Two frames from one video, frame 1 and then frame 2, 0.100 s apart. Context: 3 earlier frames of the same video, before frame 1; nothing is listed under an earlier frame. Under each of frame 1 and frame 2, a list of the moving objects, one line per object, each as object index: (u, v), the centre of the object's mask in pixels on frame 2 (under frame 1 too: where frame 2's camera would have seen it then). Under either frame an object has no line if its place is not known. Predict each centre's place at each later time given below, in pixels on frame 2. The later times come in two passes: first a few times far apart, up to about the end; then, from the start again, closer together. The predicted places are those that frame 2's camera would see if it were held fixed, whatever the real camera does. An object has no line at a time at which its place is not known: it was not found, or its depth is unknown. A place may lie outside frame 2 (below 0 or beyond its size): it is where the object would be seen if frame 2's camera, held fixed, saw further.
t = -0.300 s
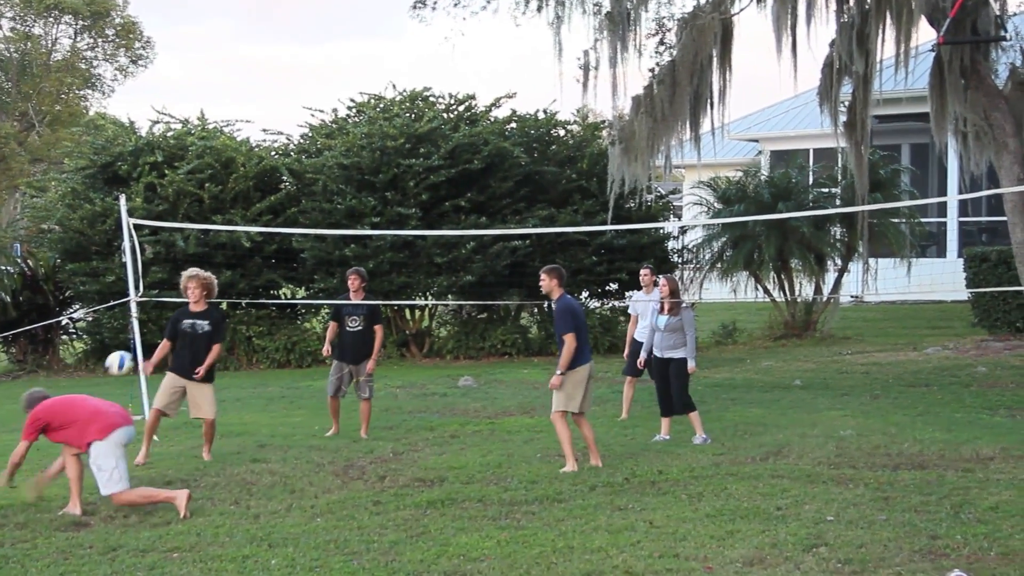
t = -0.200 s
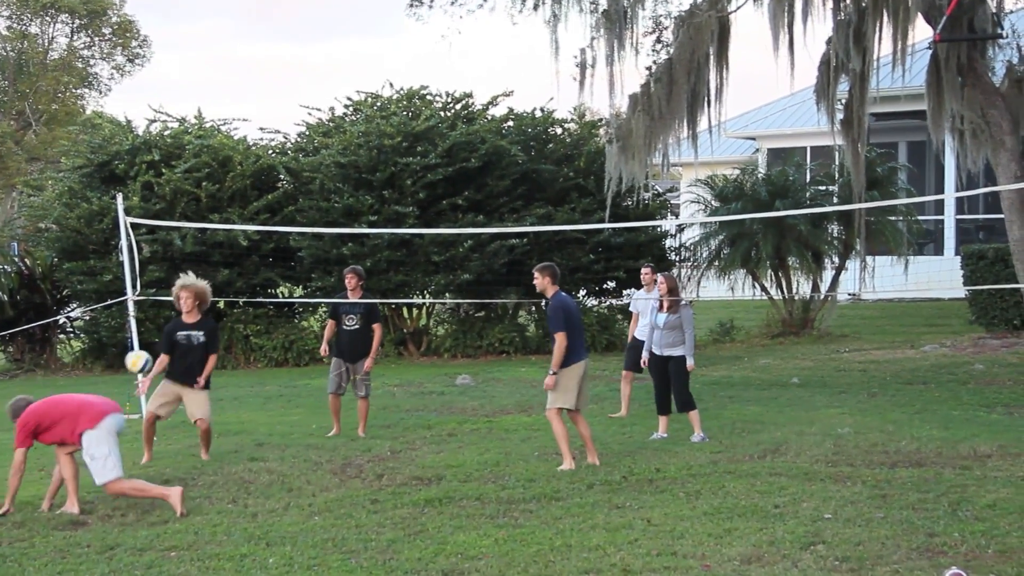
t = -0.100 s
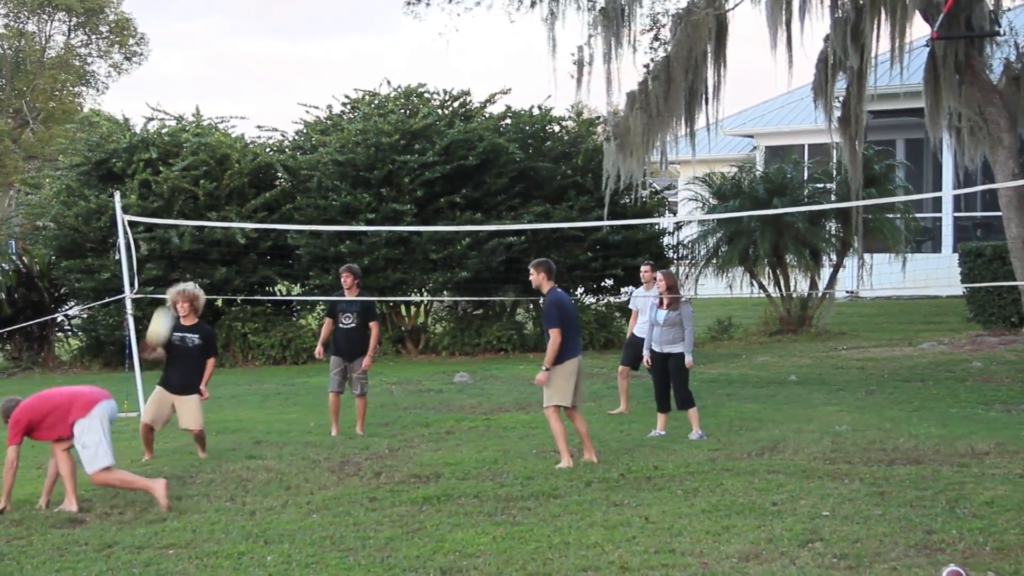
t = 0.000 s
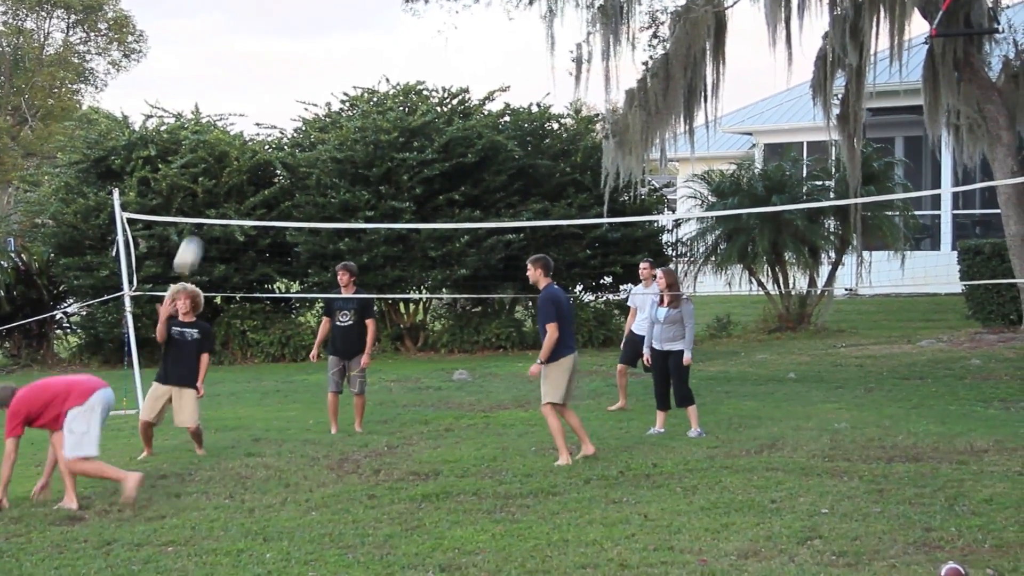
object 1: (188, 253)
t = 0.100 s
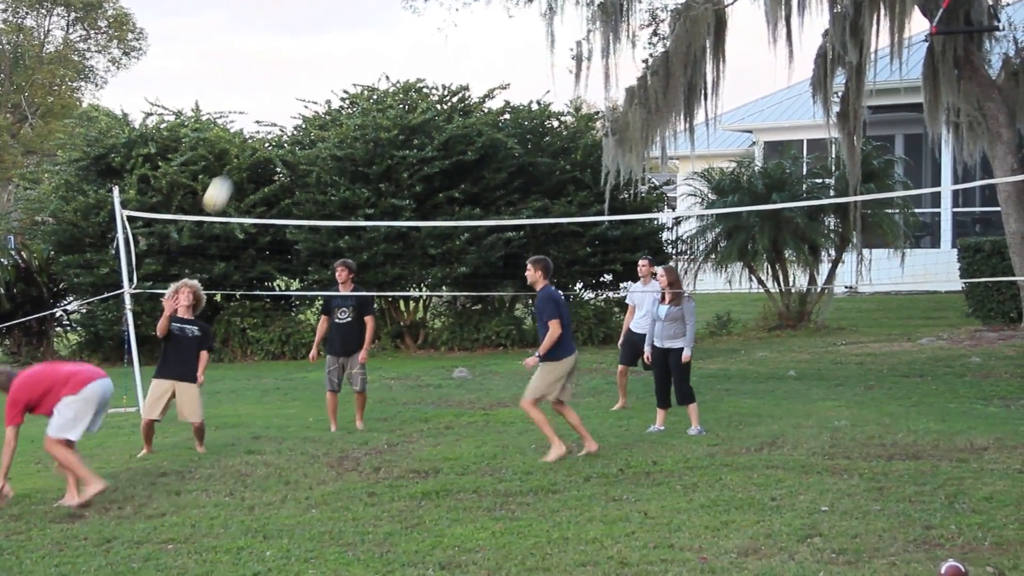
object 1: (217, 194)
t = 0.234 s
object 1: (256, 133)
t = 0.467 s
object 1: (328, 66)
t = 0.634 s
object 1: (381, 57)
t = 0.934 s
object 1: (487, 139)
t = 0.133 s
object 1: (227, 177)
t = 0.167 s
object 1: (237, 160)
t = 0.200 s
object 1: (246, 147)
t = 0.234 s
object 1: (256, 133)
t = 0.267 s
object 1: (267, 119)
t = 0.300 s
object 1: (277, 107)
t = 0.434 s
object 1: (318, 72)
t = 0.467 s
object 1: (328, 66)
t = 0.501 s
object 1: (339, 61)
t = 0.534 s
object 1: (349, 58)
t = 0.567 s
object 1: (359, 56)
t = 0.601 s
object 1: (370, 56)
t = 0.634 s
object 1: (381, 57)
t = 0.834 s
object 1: (455, 99)
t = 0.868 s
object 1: (466, 111)
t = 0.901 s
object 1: (477, 124)
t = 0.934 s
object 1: (487, 139)
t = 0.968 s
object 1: (499, 156)
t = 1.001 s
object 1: (509, 173)
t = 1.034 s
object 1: (520, 193)
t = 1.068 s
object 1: (530, 213)
